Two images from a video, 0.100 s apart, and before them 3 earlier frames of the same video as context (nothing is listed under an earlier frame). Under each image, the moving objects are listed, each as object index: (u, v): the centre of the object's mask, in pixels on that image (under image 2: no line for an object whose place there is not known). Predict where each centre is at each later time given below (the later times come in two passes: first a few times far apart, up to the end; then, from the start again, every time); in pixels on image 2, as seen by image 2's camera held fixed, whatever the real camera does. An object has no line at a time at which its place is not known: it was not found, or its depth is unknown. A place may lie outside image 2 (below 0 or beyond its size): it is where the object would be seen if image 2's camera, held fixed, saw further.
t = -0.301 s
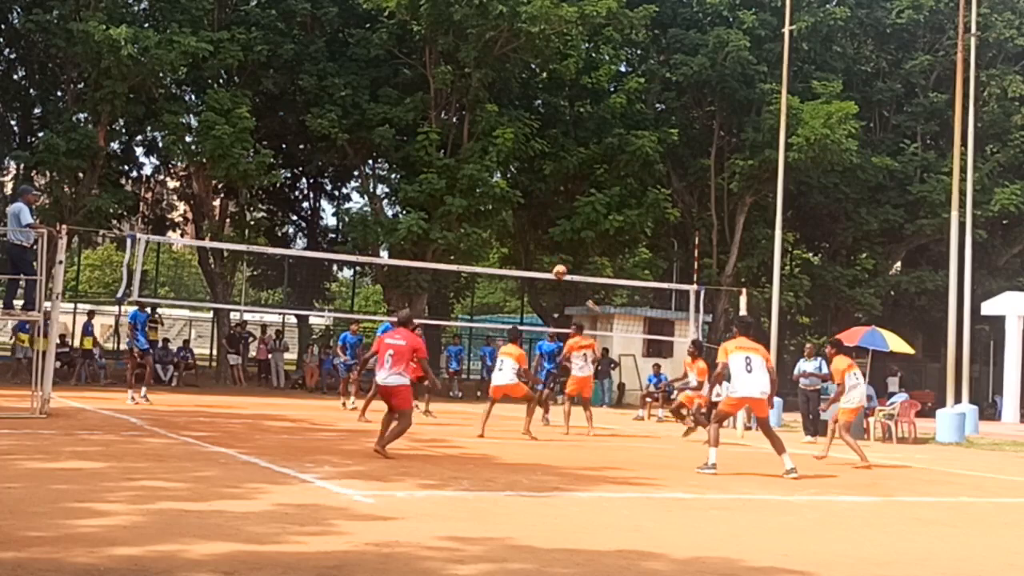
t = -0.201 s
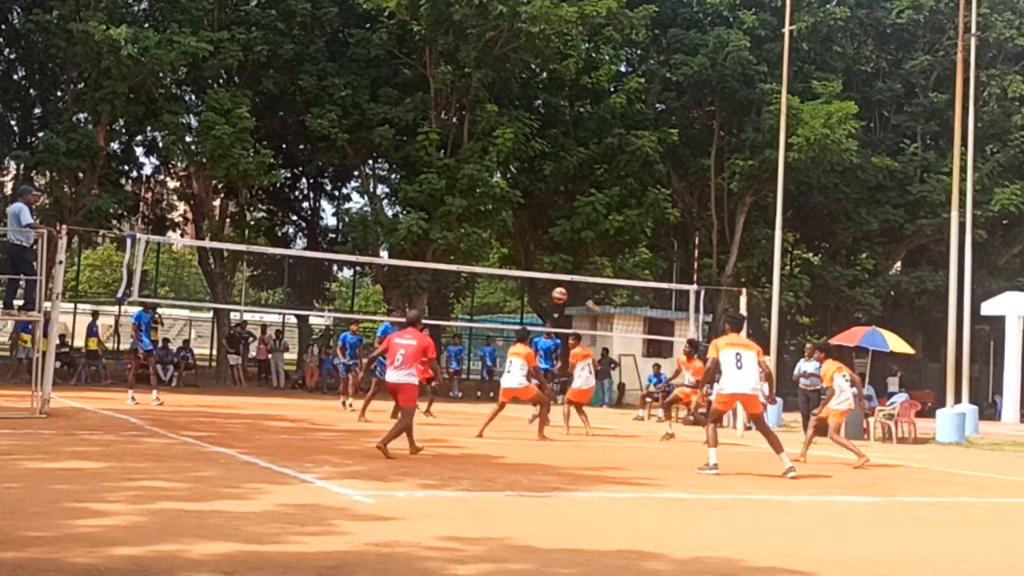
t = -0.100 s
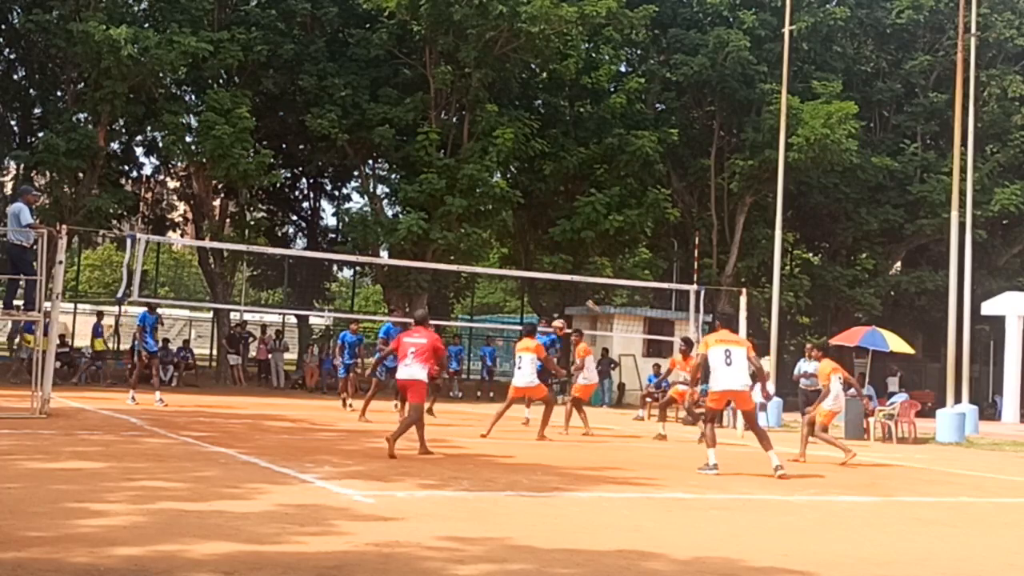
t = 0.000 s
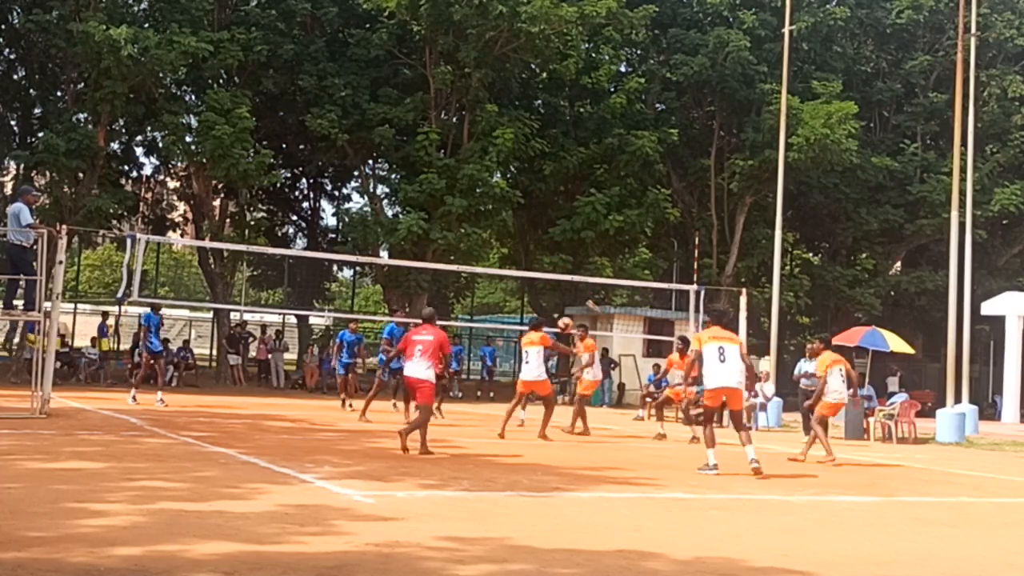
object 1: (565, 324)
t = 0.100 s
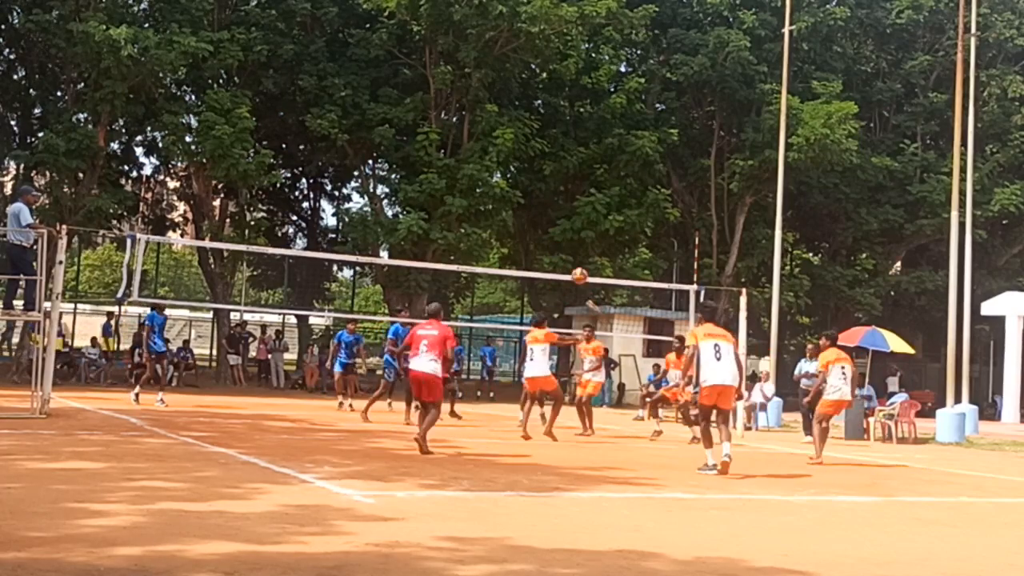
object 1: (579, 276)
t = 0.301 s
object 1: (604, 201)
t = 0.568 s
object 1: (634, 145)
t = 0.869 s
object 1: (662, 143)
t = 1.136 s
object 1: (683, 193)
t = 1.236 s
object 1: (690, 225)
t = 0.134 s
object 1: (583, 261)
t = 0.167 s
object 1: (588, 247)
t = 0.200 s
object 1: (592, 235)
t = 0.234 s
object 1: (596, 223)
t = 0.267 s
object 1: (600, 212)
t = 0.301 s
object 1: (604, 201)
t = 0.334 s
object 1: (609, 191)
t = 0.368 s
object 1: (612, 182)
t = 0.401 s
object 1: (616, 173)
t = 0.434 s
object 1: (620, 166)
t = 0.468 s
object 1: (623, 159)
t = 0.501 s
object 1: (627, 154)
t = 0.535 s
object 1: (631, 149)
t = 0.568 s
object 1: (634, 145)
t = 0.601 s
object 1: (637, 142)
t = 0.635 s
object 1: (640, 139)
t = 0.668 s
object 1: (644, 137)
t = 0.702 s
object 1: (647, 136)
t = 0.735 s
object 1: (651, 136)
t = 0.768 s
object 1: (654, 136)
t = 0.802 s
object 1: (657, 137)
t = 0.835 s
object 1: (660, 140)
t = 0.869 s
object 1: (662, 143)
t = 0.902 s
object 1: (665, 147)
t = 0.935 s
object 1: (668, 151)
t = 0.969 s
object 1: (670, 157)
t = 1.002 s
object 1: (673, 162)
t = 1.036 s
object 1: (676, 169)
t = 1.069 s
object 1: (679, 176)
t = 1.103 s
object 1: (681, 184)
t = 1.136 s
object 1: (683, 193)
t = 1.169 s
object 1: (686, 203)
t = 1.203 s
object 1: (688, 214)
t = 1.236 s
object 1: (690, 225)
